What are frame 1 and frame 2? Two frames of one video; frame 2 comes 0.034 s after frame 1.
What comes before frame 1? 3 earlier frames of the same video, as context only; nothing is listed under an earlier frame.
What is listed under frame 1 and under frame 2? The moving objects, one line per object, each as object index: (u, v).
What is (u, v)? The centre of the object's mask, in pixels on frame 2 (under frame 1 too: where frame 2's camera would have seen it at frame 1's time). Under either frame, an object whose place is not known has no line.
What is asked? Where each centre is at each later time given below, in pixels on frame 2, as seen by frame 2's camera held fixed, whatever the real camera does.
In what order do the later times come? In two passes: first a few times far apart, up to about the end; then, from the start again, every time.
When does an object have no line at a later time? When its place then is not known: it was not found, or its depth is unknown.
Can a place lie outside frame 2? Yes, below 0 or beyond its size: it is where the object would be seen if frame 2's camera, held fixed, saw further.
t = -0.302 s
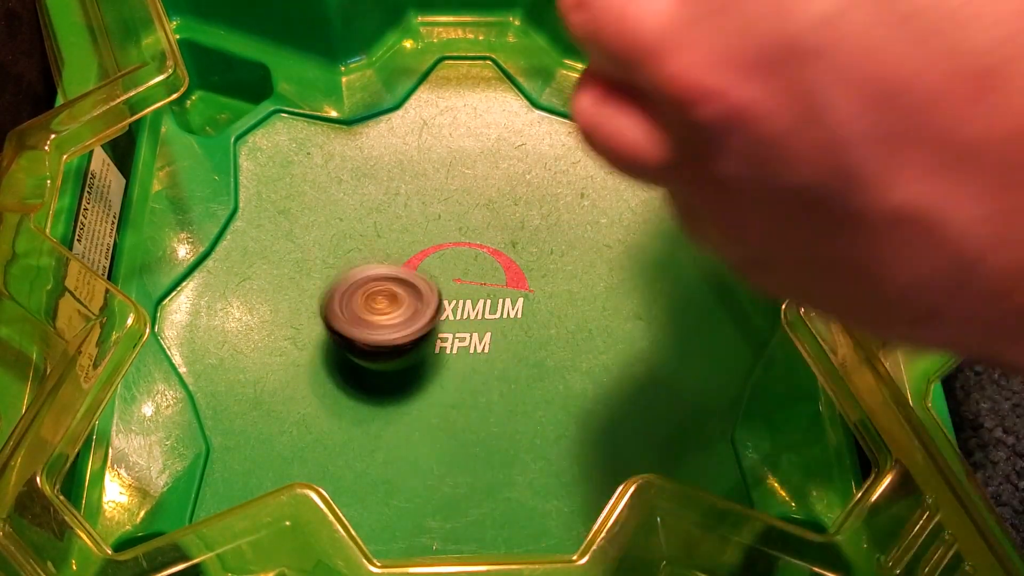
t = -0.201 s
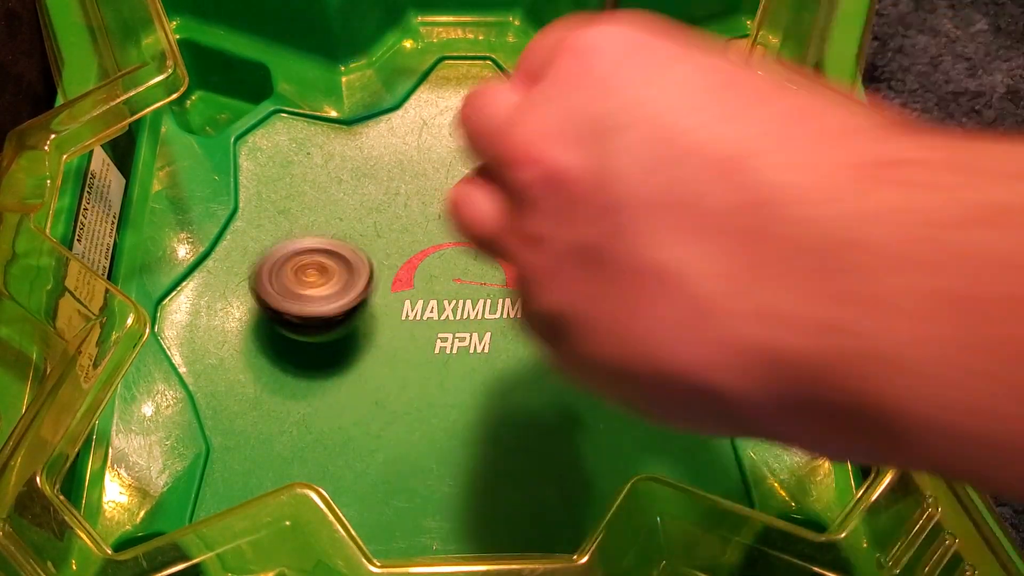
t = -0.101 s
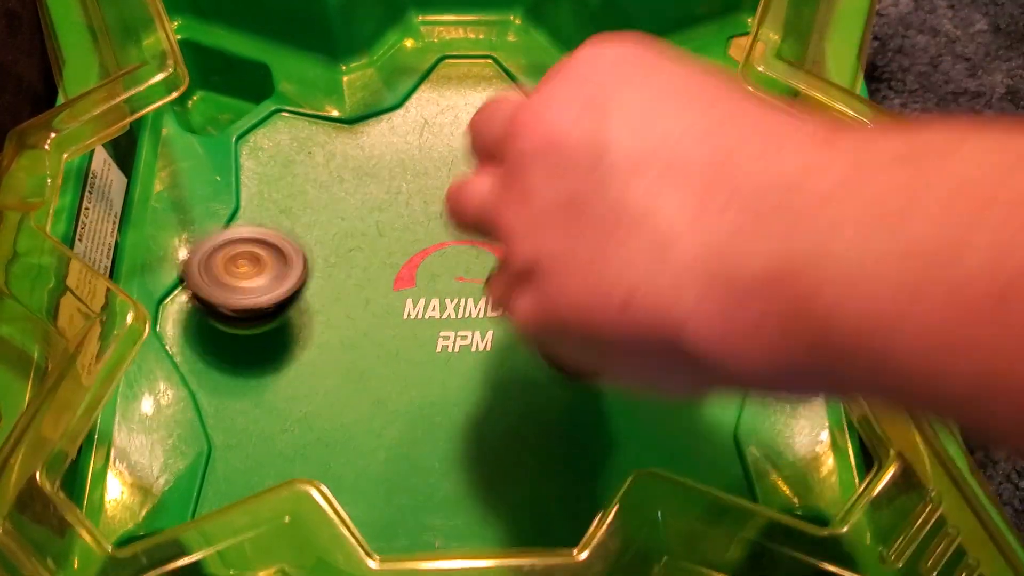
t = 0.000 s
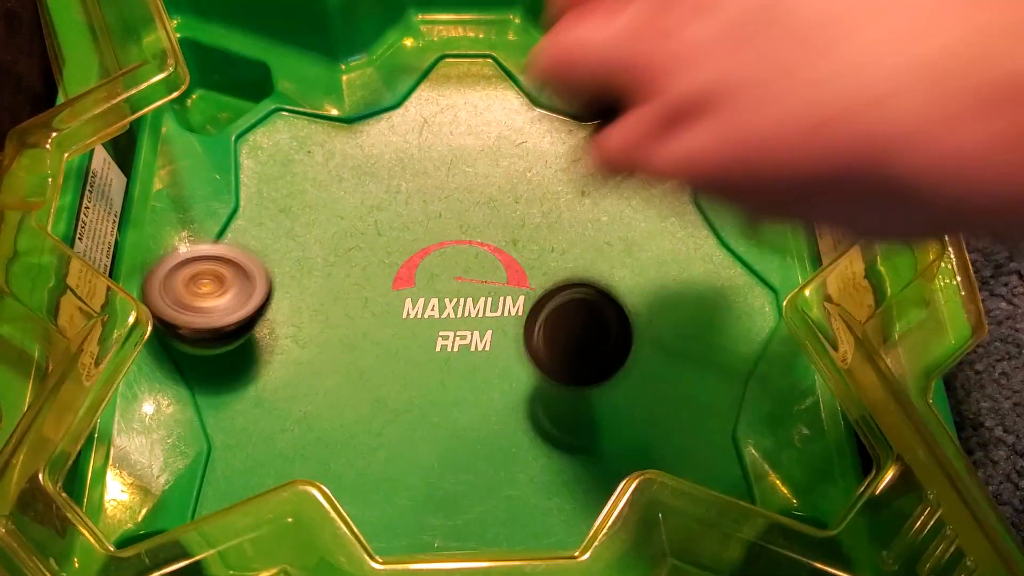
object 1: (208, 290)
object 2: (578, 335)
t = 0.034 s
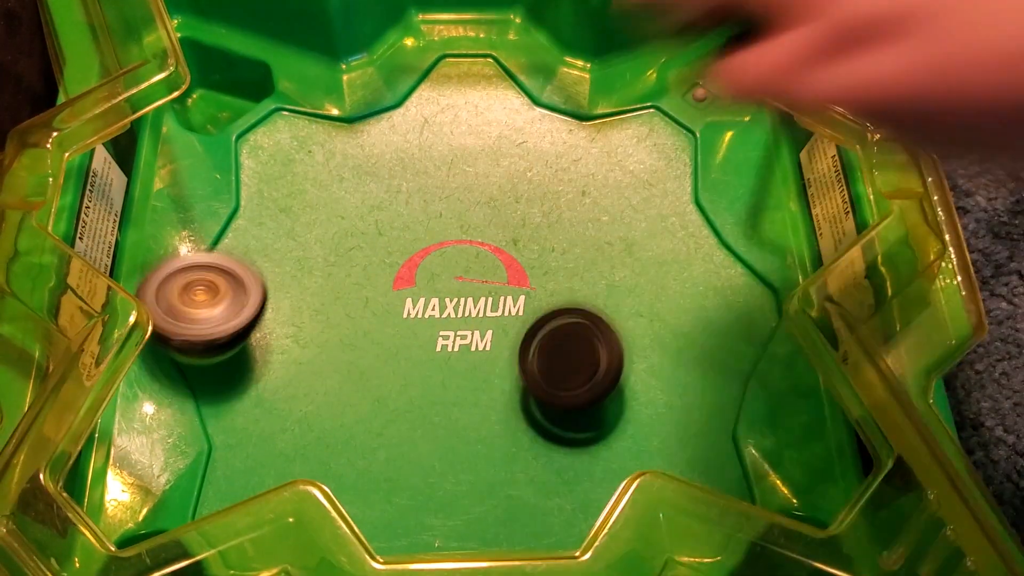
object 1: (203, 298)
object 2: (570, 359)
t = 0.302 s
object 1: (264, 372)
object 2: (572, 423)
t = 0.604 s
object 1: (435, 291)
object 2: (740, 417)
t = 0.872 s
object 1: (419, 147)
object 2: (681, 296)
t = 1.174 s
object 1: (392, 138)
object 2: (266, 356)
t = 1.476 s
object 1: (464, 213)
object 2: (497, 529)
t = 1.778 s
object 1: (422, 161)
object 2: (739, 274)
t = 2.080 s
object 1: (267, 225)
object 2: (494, 328)
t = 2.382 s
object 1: (447, 384)
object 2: (662, 504)
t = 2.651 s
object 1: (546, 320)
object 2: (667, 182)
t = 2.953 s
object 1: (537, 298)
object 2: (206, 215)
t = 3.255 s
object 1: (510, 295)
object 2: (576, 405)
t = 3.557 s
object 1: (348, 164)
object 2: (644, 424)
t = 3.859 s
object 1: (392, 240)
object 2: (463, 357)
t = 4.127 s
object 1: (381, 146)
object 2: (502, 531)
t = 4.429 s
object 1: (441, 156)
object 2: (563, 340)
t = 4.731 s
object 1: (473, 59)
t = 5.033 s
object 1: (518, 220)
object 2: (519, 374)
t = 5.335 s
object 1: (666, 141)
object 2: (310, 472)
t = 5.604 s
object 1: (665, 222)
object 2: (426, 369)
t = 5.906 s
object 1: (606, 363)
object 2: (463, 295)
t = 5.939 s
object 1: (598, 380)
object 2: (460, 290)
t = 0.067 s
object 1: (201, 310)
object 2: (565, 362)
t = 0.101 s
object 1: (201, 322)
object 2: (559, 370)
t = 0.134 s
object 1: (203, 332)
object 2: (555, 376)
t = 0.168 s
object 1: (206, 343)
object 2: (554, 384)
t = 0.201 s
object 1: (214, 351)
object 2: (554, 392)
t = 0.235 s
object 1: (227, 359)
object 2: (557, 402)
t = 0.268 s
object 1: (244, 369)
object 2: (562, 412)
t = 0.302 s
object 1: (264, 372)
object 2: (572, 423)
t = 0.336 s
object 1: (288, 376)
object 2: (586, 434)
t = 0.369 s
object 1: (312, 376)
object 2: (600, 441)
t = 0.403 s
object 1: (337, 374)
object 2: (618, 444)
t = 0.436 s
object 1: (361, 367)
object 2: (641, 445)
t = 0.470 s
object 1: (380, 358)
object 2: (670, 444)
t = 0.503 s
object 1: (399, 343)
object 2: (700, 445)
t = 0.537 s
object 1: (414, 329)
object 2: (725, 444)
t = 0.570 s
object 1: (427, 309)
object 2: (735, 432)
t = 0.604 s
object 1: (435, 291)
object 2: (740, 417)
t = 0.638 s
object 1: (442, 270)
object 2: (745, 398)
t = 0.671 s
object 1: (444, 252)
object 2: (749, 382)
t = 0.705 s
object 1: (444, 229)
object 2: (753, 371)
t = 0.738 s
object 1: (443, 212)
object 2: (753, 361)
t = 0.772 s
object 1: (439, 193)
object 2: (747, 350)
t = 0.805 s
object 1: (434, 177)
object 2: (735, 334)
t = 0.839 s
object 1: (426, 162)
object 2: (711, 315)
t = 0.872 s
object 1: (419, 147)
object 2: (681, 296)
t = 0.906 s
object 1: (413, 138)
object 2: (643, 279)
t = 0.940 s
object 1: (408, 130)
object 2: (595, 268)
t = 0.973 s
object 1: (403, 125)
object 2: (546, 265)
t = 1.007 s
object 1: (398, 121)
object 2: (494, 269)
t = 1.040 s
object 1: (394, 120)
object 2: (443, 277)
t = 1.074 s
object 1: (391, 123)
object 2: (393, 292)
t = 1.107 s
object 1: (390, 126)
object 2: (348, 310)
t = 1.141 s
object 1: (390, 131)
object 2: (303, 335)
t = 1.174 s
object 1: (392, 138)
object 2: (266, 356)
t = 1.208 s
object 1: (395, 147)
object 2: (232, 382)
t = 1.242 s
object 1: (400, 155)
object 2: (208, 420)
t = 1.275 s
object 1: (406, 164)
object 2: (225, 442)
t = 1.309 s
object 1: (413, 172)
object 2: (245, 464)
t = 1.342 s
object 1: (422, 181)
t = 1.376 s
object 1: (432, 188)
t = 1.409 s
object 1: (441, 196)
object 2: (391, 521)
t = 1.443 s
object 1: (452, 205)
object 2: (430, 529)
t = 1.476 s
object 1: (464, 213)
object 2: (497, 529)
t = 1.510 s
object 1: (474, 219)
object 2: (548, 516)
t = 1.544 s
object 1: (487, 224)
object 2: (577, 487)
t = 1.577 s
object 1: (501, 226)
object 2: (612, 453)
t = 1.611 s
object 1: (516, 229)
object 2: (644, 415)
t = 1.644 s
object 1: (531, 233)
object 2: (661, 356)
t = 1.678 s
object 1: (547, 237)
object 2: (663, 301)
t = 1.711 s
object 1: (525, 222)
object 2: (704, 278)
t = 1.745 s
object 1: (471, 189)
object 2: (763, 272)
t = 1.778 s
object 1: (422, 161)
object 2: (739, 274)
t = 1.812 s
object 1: (382, 137)
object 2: (705, 285)
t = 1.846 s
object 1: (347, 120)
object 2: (667, 304)
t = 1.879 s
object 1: (318, 113)
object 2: (635, 307)
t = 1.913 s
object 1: (295, 114)
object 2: (606, 305)
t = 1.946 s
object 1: (279, 125)
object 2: (579, 305)
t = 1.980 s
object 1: (270, 146)
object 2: (554, 304)
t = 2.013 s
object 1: (265, 171)
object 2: (532, 307)
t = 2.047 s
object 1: (263, 197)
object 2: (511, 316)
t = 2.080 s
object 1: (267, 225)
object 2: (494, 328)
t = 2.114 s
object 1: (276, 253)
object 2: (479, 342)
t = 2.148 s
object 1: (291, 282)
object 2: (470, 361)
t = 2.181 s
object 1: (310, 310)
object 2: (467, 377)
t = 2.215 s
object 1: (332, 337)
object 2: (468, 402)
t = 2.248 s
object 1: (358, 362)
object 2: (476, 421)
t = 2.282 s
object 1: (376, 372)
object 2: (511, 451)
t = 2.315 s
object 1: (397, 379)
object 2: (557, 478)
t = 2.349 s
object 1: (422, 384)
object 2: (592, 481)
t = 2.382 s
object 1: (447, 384)
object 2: (662, 504)
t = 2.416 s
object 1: (471, 379)
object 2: (712, 498)
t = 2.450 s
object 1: (507, 368)
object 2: (760, 428)
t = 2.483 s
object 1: (518, 360)
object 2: (765, 392)
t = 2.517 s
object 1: (530, 351)
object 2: (763, 355)
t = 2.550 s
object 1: (538, 340)
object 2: (753, 309)
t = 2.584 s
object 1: (543, 332)
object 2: (744, 269)
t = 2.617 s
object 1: (546, 326)
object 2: (708, 221)
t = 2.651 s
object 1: (546, 320)
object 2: (667, 182)
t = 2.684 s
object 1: (546, 315)
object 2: (615, 152)
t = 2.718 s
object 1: (546, 311)
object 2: (555, 125)
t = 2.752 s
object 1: (546, 308)
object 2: (490, 108)
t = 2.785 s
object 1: (544, 305)
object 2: (417, 100)
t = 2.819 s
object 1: (543, 302)
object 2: (345, 103)
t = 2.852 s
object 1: (542, 299)
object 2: (273, 117)
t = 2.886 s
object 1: (542, 298)
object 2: (225, 138)
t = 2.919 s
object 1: (539, 298)
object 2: (214, 167)
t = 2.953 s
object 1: (537, 298)
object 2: (206, 215)
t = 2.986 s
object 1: (536, 297)
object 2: (210, 263)
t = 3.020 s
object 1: (534, 297)
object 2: (223, 322)
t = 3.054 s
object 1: (531, 298)
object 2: (240, 379)
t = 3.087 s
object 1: (529, 297)
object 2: (263, 437)
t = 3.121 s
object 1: (526, 297)
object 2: (300, 512)
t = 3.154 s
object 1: (524, 295)
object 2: (373, 487)
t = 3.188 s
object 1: (520, 295)
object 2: (441, 457)
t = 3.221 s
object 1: (515, 296)
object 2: (515, 428)
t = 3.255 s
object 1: (510, 295)
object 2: (576, 405)
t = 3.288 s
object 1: (490, 253)
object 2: (643, 423)
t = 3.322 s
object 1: (471, 218)
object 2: (701, 436)
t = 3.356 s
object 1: (451, 190)
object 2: (728, 442)
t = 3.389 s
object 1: (434, 170)
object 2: (716, 446)
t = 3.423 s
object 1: (416, 156)
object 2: (701, 451)
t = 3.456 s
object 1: (397, 150)
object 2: (686, 448)
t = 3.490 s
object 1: (378, 150)
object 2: (670, 443)
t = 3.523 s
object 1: (362, 156)
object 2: (657, 435)
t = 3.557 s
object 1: (348, 164)
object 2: (644, 424)
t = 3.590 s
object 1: (340, 175)
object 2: (630, 410)
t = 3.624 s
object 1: (337, 185)
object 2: (616, 395)
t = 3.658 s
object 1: (338, 197)
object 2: (599, 378)
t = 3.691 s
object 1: (343, 208)
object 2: (579, 361)
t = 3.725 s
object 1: (350, 218)
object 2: (557, 348)
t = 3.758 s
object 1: (360, 228)
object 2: (534, 339)
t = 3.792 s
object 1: (372, 237)
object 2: (509, 333)
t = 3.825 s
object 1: (384, 245)
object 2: (484, 332)
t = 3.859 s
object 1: (392, 240)
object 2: (463, 357)
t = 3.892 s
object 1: (386, 213)
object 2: (464, 409)
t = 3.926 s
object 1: (382, 192)
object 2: (467, 462)
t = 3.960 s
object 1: (379, 177)
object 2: (479, 504)
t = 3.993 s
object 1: (377, 168)
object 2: (499, 527)
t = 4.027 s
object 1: (375, 158)
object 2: (522, 540)
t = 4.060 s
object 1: (376, 154)
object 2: (514, 535)
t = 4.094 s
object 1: (378, 149)
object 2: (504, 535)
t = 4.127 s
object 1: (381, 146)
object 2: (502, 531)
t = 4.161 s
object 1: (385, 145)
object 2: (500, 525)
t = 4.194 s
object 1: (390, 144)
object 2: (503, 517)
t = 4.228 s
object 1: (395, 143)
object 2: (515, 506)
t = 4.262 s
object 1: (402, 144)
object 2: (529, 487)
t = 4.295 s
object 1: (409, 145)
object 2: (543, 462)
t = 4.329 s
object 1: (416, 148)
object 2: (558, 432)
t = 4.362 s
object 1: (424, 149)
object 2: (565, 403)
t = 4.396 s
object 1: (432, 153)
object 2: (567, 375)
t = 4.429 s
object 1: (441, 156)
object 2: (563, 340)
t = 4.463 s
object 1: (451, 161)
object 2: (554, 314)
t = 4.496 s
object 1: (460, 166)
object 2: (537, 285)
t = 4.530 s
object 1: (468, 169)
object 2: (512, 271)
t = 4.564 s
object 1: (471, 122)
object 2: (498, 341)
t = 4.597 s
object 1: (473, 82)
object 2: (490, 406)
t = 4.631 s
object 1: (474, 52)
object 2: (487, 466)
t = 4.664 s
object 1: (474, 40)
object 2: (495, 513)
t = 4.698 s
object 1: (474, 47)
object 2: (505, 537)
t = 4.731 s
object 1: (473, 59)
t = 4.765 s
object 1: (474, 75)
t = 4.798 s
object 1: (474, 91)
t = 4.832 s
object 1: (477, 110)
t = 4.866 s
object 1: (480, 130)
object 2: (499, 528)
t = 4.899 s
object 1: (484, 150)
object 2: (507, 509)
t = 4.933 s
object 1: (490, 170)
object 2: (515, 476)
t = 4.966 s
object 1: (497, 189)
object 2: (521, 443)
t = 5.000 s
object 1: (506, 204)
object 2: (521, 404)
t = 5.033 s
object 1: (518, 220)
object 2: (519, 374)
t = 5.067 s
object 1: (532, 233)
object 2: (511, 343)
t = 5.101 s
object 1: (563, 209)
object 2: (468, 364)
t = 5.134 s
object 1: (593, 182)
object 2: (430, 396)
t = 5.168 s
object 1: (621, 159)
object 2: (393, 423)
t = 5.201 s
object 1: (638, 145)
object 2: (363, 447)
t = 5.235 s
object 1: (648, 138)
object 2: (343, 465)
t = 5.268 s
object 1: (656, 136)
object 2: (325, 478)
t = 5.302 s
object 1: (661, 137)
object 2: (316, 481)
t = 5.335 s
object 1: (666, 141)
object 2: (310, 472)
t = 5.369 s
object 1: (670, 146)
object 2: (316, 462)
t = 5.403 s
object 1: (671, 152)
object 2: (328, 451)
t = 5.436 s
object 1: (674, 162)
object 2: (340, 436)
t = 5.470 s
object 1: (674, 171)
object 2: (357, 418)
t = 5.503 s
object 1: (672, 181)
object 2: (376, 402)
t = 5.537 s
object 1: (671, 194)
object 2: (394, 388)
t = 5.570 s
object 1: (669, 207)
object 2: (411, 377)
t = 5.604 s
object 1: (665, 222)
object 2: (426, 369)
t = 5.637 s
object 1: (661, 239)
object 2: (440, 361)
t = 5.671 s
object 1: (655, 252)
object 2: (447, 349)
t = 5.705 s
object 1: (651, 269)
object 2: (452, 340)
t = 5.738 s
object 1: (643, 283)
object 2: (458, 329)
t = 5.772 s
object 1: (636, 298)
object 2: (461, 319)
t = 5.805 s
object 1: (630, 315)
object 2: (464, 316)
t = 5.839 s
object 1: (622, 329)
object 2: (463, 309)
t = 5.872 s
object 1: (614, 346)
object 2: (464, 299)
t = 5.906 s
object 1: (606, 363)
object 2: (463, 295)
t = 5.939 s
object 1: (598, 380)
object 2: (460, 290)
